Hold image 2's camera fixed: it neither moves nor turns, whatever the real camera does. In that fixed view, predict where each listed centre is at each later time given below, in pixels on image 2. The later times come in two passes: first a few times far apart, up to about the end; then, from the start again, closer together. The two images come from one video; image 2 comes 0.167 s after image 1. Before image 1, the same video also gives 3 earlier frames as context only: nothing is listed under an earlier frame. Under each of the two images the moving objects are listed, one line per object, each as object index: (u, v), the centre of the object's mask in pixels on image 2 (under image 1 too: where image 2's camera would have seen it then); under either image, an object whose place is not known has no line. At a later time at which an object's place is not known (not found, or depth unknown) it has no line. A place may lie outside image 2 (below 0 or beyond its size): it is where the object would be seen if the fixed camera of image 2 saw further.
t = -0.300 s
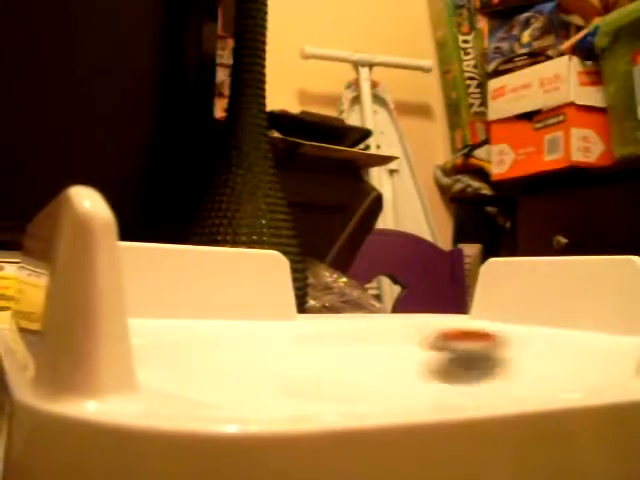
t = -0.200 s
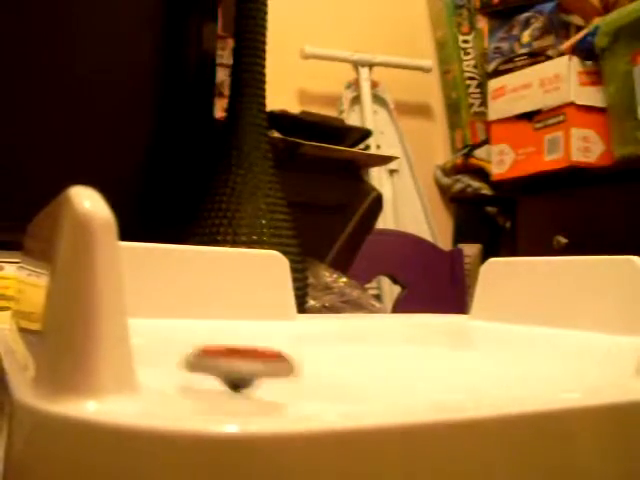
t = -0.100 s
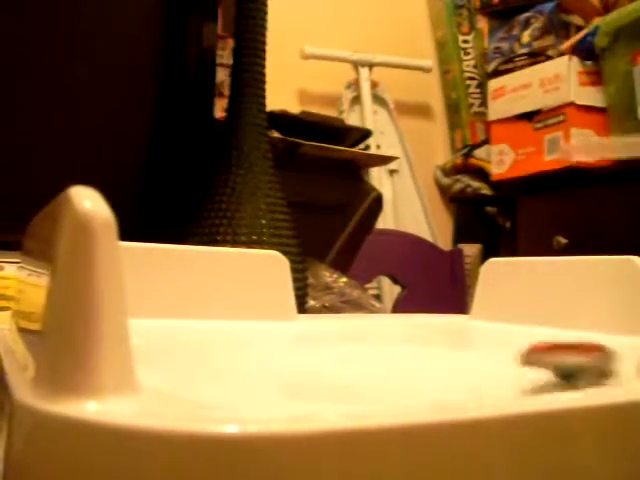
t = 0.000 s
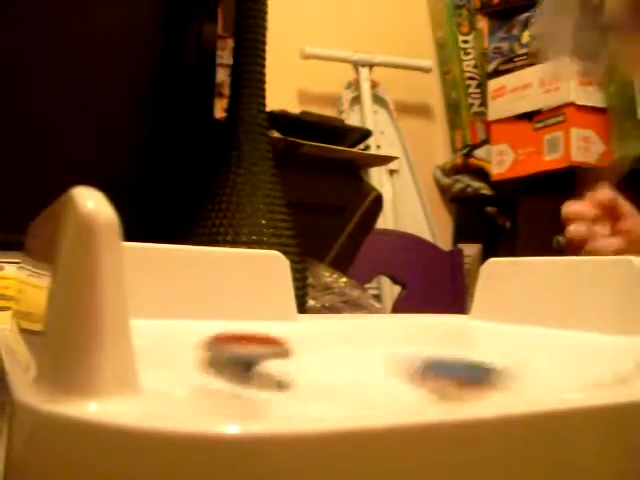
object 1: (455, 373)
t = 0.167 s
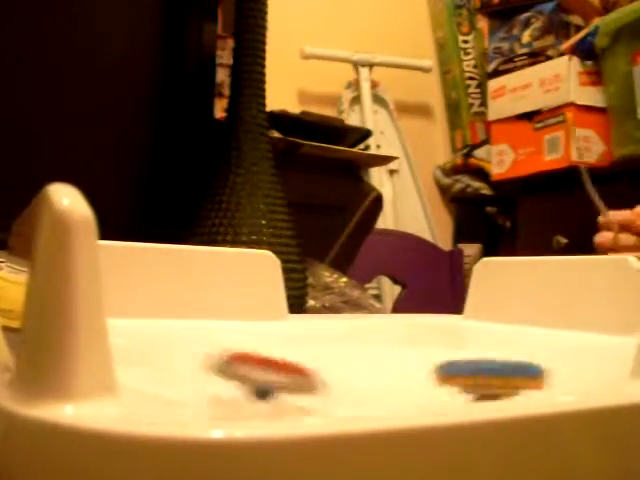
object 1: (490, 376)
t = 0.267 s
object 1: (565, 363)
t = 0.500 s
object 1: (396, 345)
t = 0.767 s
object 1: (265, 368)
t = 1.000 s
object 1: (490, 373)
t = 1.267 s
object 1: (423, 377)
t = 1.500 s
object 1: (272, 334)
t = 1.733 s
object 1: (453, 357)
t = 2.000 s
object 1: (466, 308)
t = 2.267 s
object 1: (358, 339)
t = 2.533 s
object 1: (377, 347)
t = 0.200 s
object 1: (522, 371)
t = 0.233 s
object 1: (578, 360)
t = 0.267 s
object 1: (565, 363)
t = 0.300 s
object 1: (507, 373)
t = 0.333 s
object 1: (460, 376)
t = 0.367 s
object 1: (455, 371)
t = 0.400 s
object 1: (471, 358)
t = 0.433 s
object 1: (474, 343)
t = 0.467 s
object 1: (475, 343)
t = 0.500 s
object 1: (396, 345)
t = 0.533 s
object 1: (347, 350)
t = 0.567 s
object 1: (305, 352)
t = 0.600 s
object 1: (268, 354)
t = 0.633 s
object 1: (268, 358)
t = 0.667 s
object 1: (289, 363)
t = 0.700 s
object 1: (310, 368)
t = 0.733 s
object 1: (316, 372)
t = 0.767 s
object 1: (265, 368)
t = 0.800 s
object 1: (198, 345)
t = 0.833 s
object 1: (190, 343)
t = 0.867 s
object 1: (213, 343)
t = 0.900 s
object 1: (260, 353)
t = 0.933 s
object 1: (342, 378)
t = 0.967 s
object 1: (412, 374)
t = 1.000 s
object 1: (490, 373)
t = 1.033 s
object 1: (585, 358)
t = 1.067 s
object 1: (593, 347)
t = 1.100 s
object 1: (552, 348)
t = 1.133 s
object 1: (484, 346)
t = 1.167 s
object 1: (448, 358)
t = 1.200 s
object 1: (404, 378)
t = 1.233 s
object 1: (407, 380)
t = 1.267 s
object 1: (423, 377)
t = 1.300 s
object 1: (435, 371)
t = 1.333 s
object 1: (440, 357)
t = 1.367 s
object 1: (431, 356)
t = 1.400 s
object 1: (407, 350)
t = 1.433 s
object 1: (358, 342)
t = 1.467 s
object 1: (325, 341)
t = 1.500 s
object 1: (272, 334)
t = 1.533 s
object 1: (233, 331)
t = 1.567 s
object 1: (268, 355)
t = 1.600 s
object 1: (324, 374)
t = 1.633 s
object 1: (366, 380)
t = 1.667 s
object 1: (389, 379)
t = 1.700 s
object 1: (424, 366)
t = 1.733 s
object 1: (453, 357)
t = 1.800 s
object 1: (609, 343)
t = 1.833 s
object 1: (585, 354)
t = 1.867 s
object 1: (511, 376)
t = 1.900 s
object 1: (443, 378)
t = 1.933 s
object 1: (412, 361)
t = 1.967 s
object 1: (455, 320)
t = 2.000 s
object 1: (466, 308)
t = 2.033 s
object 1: (442, 303)
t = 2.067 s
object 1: (421, 301)
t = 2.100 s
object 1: (405, 308)
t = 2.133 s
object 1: (398, 308)
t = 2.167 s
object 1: (378, 314)
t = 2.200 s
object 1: (368, 324)
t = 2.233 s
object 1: (371, 328)
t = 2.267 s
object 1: (358, 339)
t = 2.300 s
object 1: (369, 344)
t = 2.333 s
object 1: (377, 344)
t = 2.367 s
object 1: (372, 346)
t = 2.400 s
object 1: (372, 352)
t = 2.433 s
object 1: (375, 355)
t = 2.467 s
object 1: (375, 355)
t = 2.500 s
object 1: (371, 351)
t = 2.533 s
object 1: (377, 347)
